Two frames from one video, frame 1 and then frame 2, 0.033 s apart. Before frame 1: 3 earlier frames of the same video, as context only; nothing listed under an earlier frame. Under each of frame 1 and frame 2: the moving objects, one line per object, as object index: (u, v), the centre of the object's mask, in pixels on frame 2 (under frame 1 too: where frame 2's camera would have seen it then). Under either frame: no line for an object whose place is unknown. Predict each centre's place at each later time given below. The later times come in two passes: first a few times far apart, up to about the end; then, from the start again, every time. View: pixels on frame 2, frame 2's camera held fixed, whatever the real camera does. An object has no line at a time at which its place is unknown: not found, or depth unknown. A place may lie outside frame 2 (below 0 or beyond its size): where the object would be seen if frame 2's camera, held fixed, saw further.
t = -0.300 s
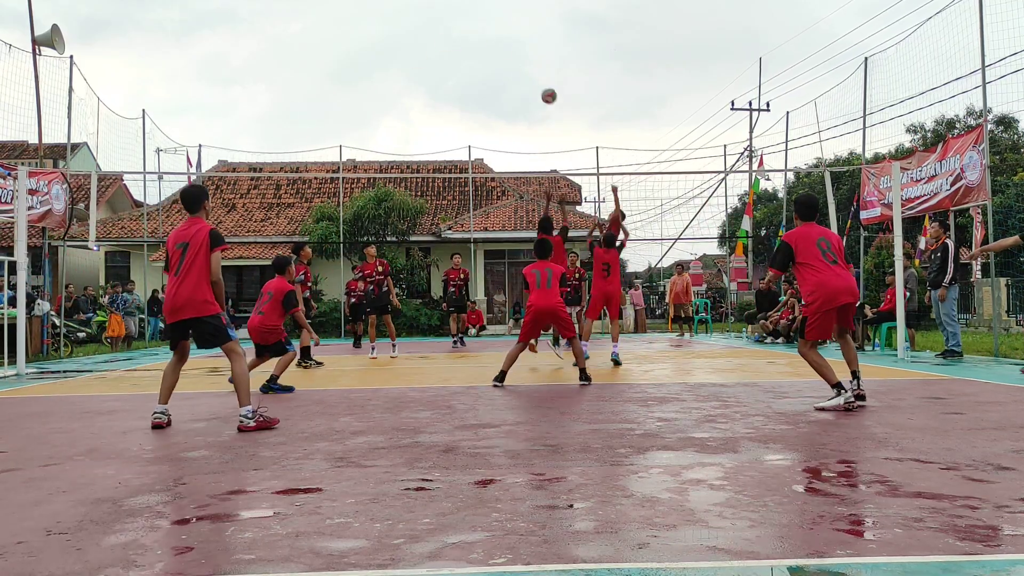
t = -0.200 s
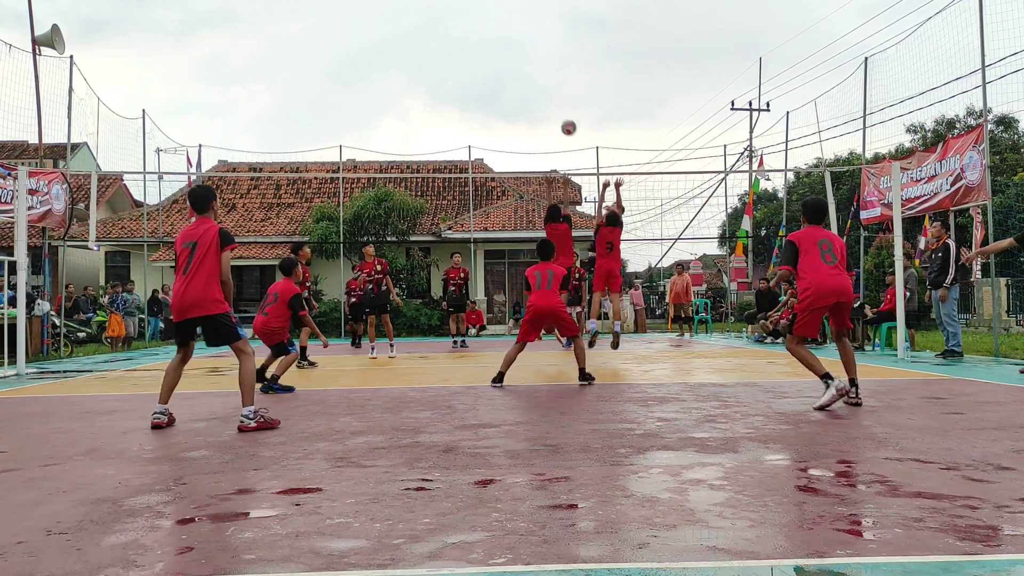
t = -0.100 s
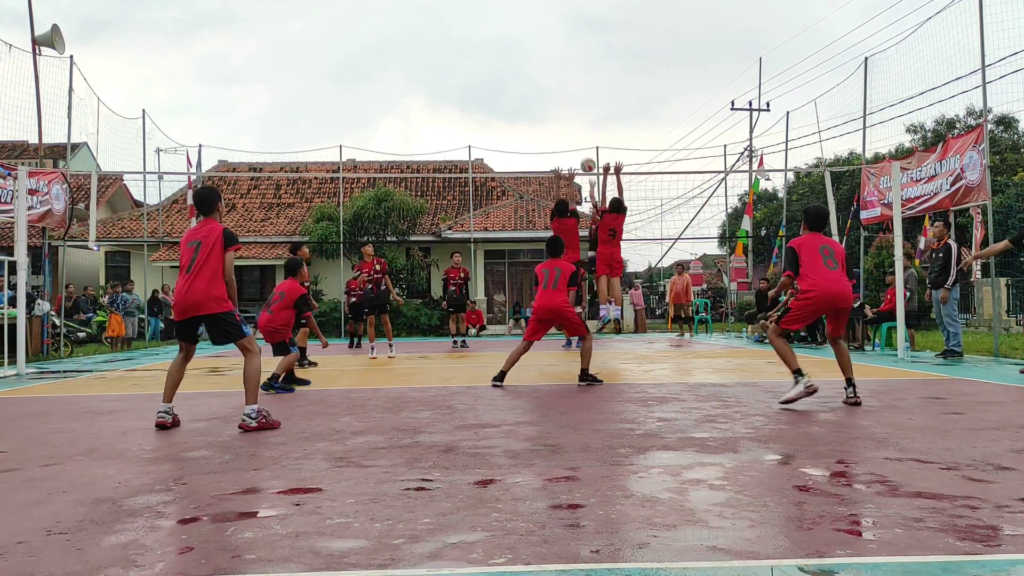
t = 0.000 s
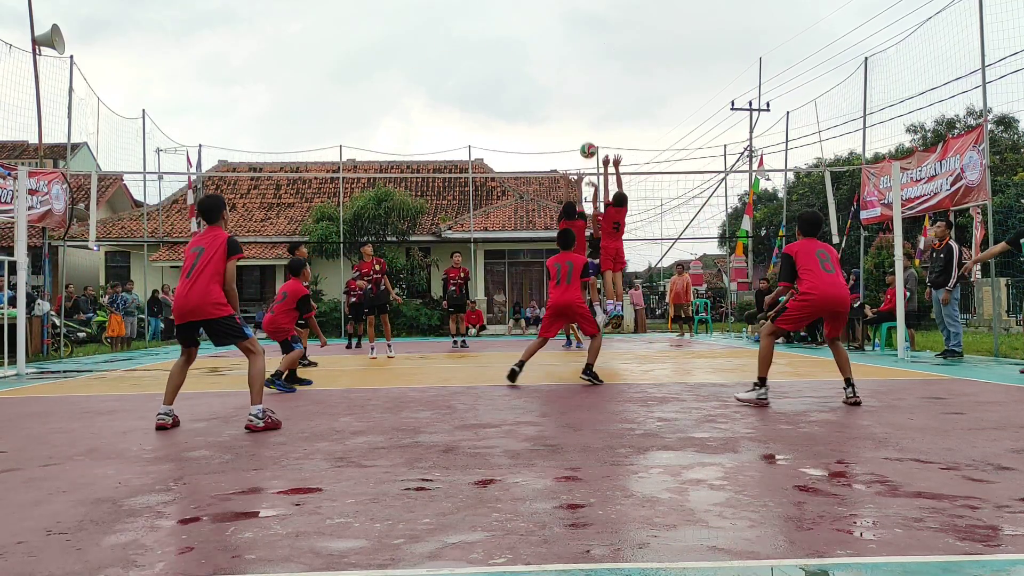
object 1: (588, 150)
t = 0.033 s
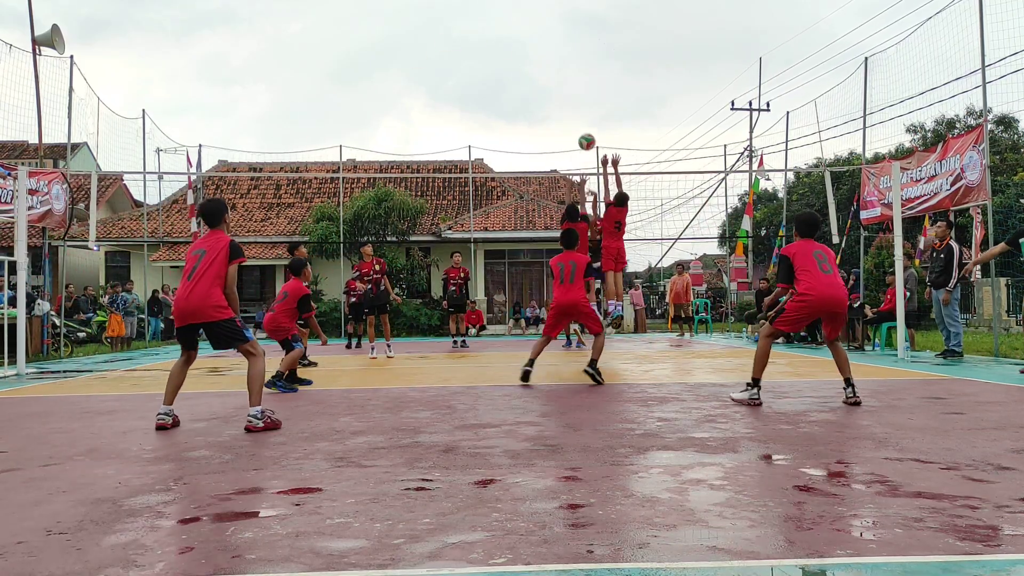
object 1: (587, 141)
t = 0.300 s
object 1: (570, 91)
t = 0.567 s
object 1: (536, 107)
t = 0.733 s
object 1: (483, 228)
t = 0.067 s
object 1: (585, 134)
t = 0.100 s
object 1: (584, 126)
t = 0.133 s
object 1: (582, 119)
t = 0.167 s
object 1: (579, 112)
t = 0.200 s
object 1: (577, 105)
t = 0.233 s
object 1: (575, 100)
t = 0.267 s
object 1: (572, 95)
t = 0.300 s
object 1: (570, 91)
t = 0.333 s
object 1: (567, 87)
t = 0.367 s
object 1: (564, 85)
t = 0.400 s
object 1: (561, 84)
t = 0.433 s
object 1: (557, 85)
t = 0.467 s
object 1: (552, 87)
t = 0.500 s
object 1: (548, 91)
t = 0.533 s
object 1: (543, 98)
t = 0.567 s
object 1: (536, 107)
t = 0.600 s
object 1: (529, 120)
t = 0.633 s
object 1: (521, 137)
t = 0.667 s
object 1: (511, 160)
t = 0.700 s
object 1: (498, 189)
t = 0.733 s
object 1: (483, 228)
